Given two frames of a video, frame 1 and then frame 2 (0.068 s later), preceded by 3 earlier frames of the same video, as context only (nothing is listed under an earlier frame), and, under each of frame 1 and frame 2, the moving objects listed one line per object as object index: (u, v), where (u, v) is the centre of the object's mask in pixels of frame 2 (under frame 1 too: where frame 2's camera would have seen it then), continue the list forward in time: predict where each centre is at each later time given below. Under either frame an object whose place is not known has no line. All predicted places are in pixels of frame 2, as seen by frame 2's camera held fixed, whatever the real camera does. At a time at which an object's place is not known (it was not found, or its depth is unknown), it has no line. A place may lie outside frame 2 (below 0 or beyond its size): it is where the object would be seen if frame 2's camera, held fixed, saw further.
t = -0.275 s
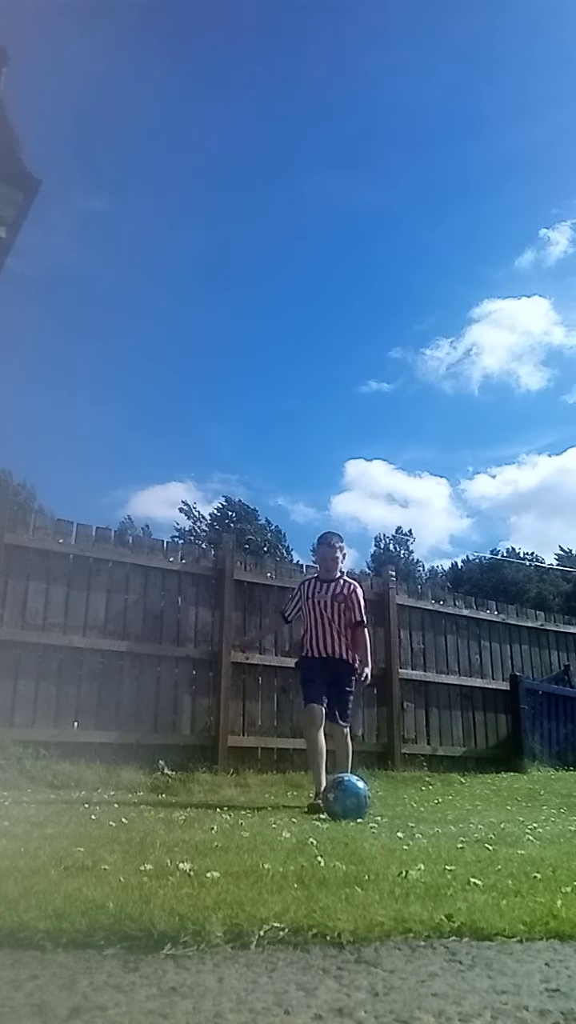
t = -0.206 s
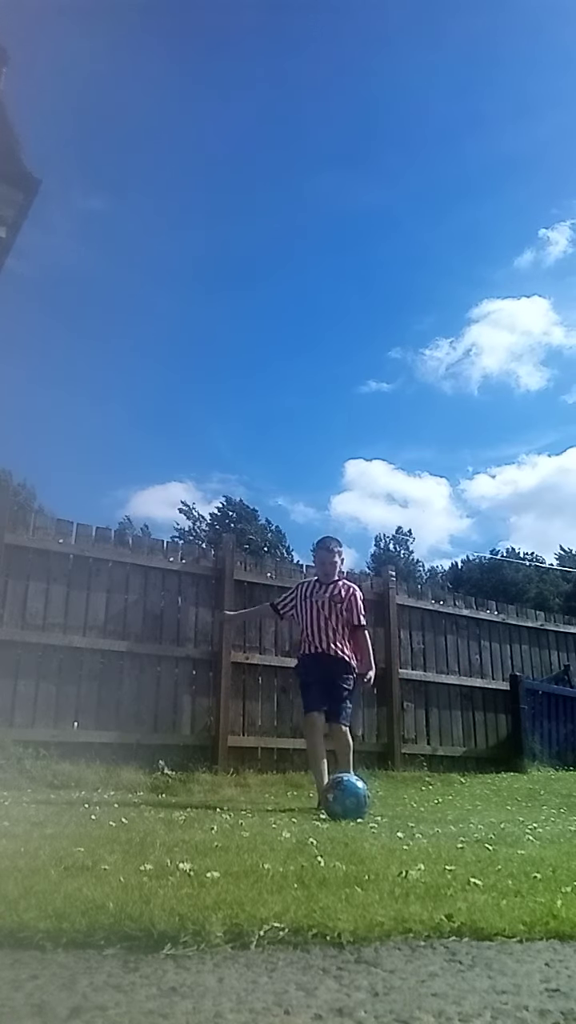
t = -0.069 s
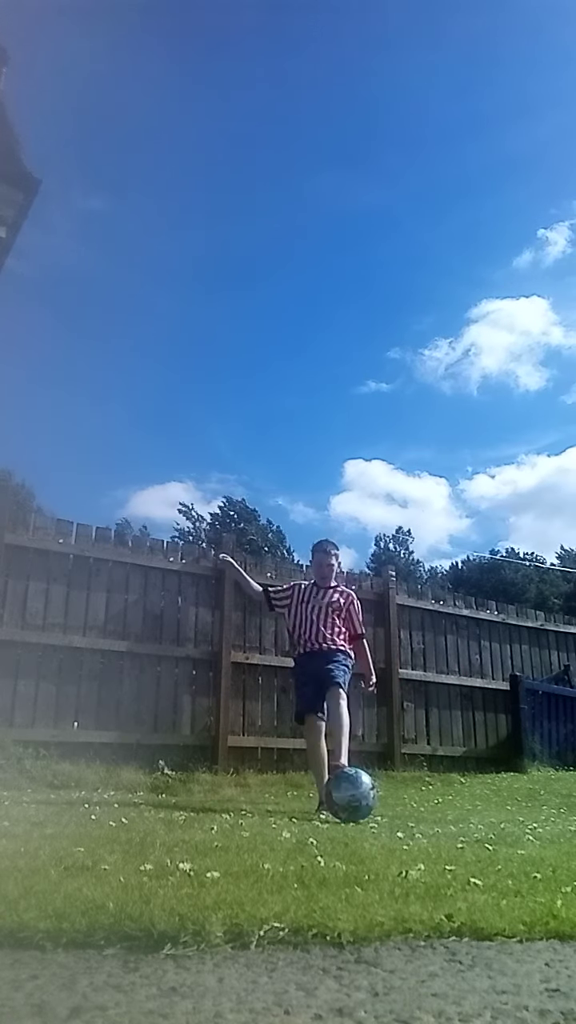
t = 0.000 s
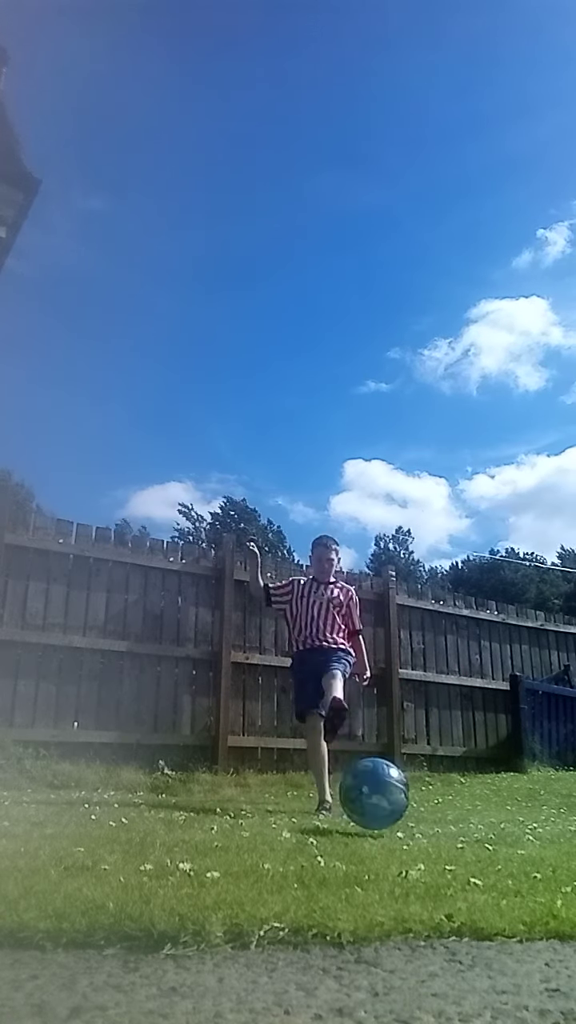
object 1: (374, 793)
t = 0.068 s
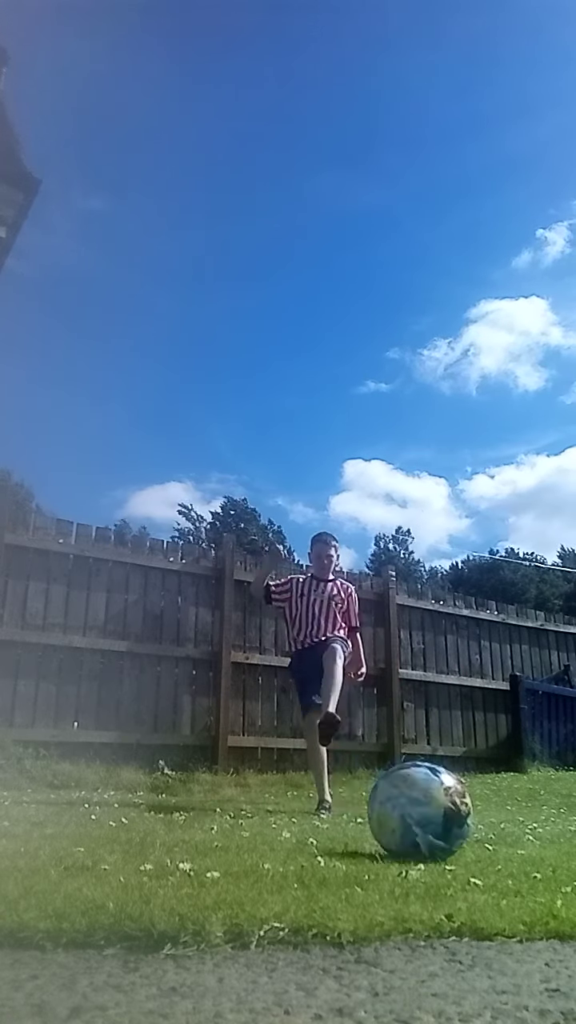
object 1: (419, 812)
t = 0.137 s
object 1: (505, 796)
